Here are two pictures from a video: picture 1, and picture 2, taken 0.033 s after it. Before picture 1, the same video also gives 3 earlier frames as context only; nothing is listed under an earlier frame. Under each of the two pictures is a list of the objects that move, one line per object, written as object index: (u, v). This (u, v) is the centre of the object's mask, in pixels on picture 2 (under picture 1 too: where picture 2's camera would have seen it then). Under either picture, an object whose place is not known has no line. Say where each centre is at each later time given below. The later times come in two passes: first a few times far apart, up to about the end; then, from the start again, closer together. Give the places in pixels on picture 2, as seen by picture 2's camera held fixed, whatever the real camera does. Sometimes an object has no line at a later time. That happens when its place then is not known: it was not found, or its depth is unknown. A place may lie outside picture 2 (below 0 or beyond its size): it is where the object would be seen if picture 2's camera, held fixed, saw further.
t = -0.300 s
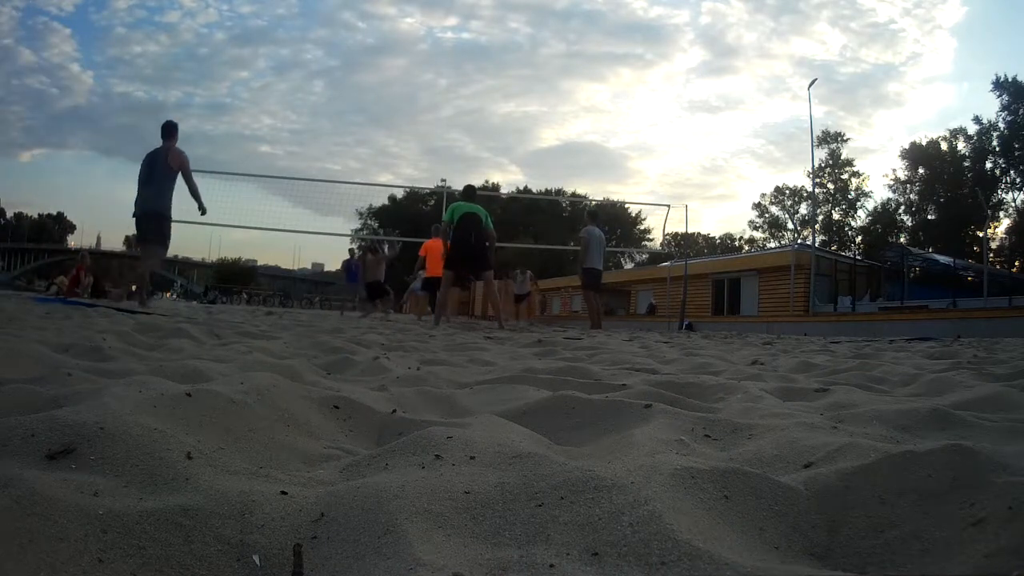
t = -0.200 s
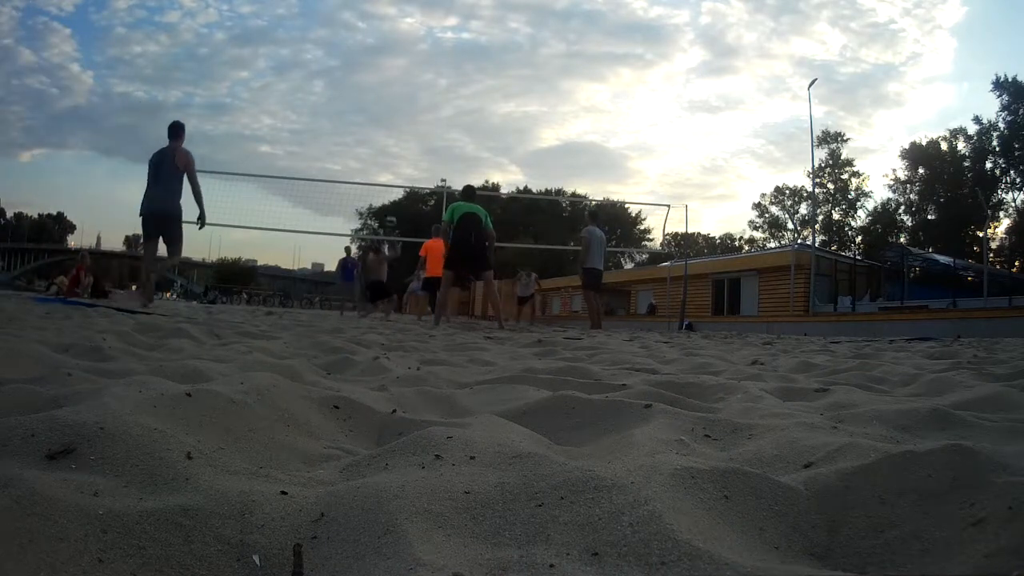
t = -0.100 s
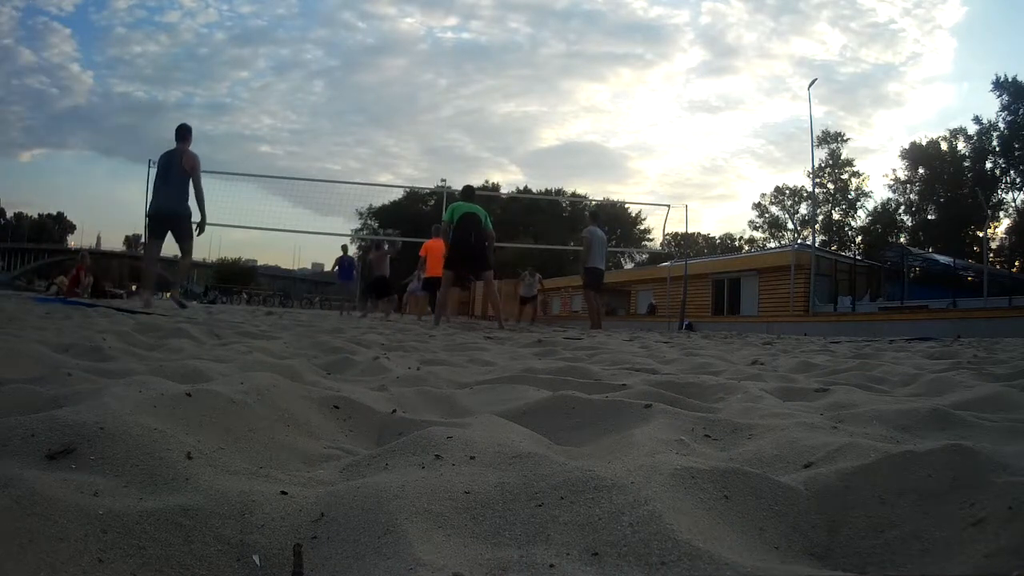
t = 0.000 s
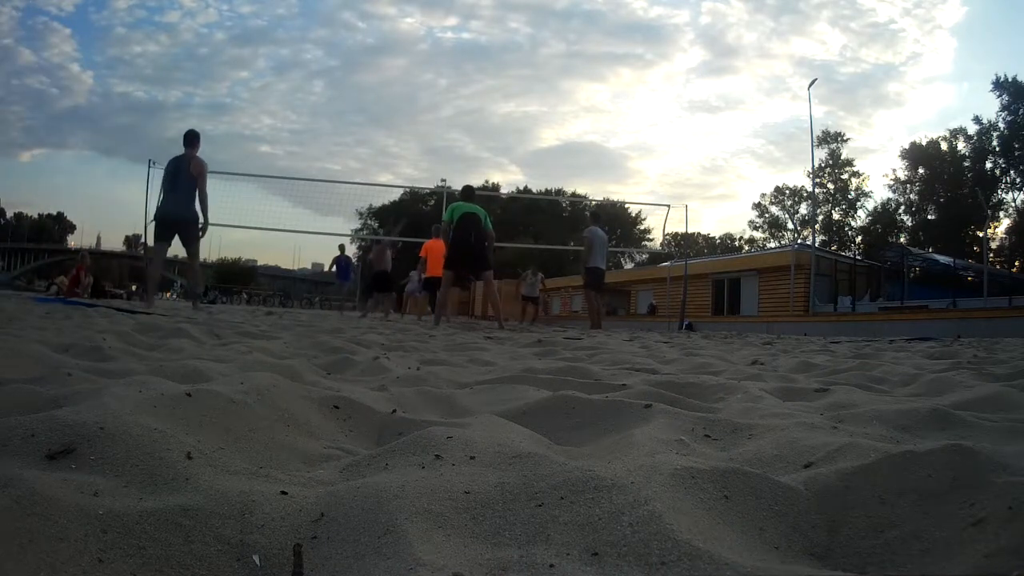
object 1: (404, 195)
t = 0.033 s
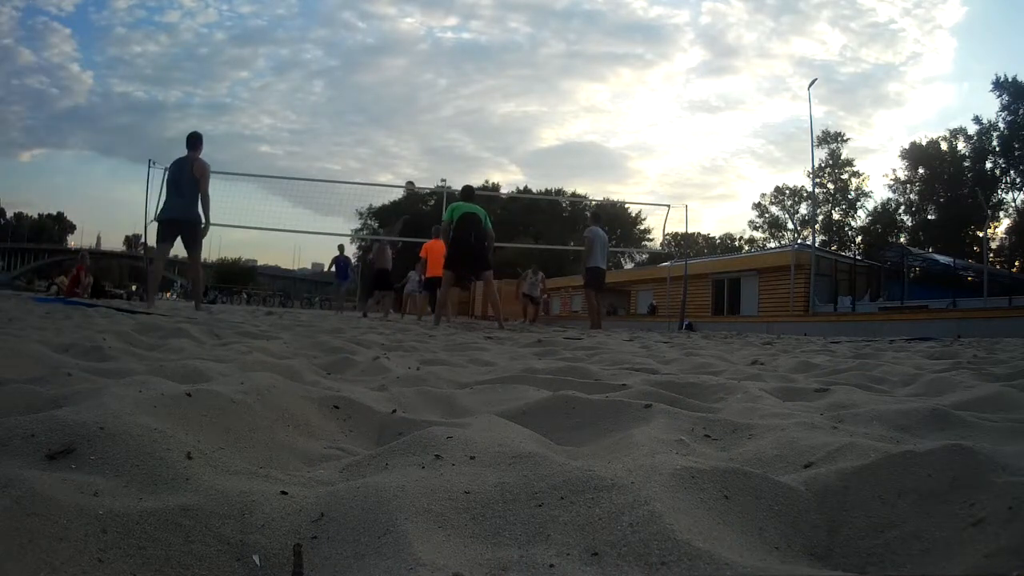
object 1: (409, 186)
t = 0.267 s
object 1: (445, 120)
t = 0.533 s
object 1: (480, 79)
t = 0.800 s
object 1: (511, 72)
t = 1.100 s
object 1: (543, 100)
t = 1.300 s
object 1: (563, 142)
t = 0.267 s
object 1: (445, 120)
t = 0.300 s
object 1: (450, 113)
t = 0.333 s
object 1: (454, 106)
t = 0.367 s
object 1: (459, 100)
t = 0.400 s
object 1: (463, 95)
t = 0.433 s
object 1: (467, 90)
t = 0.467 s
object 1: (472, 87)
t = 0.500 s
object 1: (476, 83)
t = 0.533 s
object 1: (480, 79)
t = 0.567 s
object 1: (484, 77)
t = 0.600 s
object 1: (488, 75)
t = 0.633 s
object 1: (492, 73)
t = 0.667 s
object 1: (496, 72)
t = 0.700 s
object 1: (500, 71)
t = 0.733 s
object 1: (504, 71)
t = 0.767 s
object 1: (507, 71)
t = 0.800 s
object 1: (511, 72)
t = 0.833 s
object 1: (515, 73)
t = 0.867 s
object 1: (518, 75)
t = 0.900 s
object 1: (522, 77)
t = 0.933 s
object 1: (526, 80)
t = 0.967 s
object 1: (529, 82)
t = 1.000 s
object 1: (533, 86)
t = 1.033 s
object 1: (536, 90)
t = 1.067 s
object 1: (540, 95)
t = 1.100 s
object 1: (543, 100)
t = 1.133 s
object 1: (547, 106)
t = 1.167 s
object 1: (550, 112)
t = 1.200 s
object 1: (553, 119)
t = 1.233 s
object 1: (556, 126)
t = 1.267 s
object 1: (560, 134)
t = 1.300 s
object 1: (563, 142)
